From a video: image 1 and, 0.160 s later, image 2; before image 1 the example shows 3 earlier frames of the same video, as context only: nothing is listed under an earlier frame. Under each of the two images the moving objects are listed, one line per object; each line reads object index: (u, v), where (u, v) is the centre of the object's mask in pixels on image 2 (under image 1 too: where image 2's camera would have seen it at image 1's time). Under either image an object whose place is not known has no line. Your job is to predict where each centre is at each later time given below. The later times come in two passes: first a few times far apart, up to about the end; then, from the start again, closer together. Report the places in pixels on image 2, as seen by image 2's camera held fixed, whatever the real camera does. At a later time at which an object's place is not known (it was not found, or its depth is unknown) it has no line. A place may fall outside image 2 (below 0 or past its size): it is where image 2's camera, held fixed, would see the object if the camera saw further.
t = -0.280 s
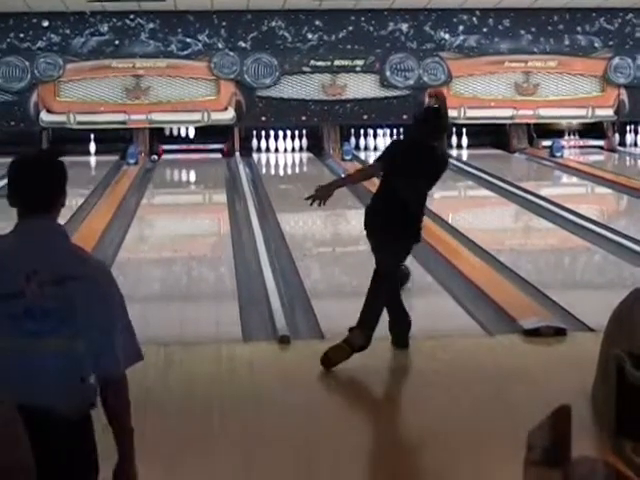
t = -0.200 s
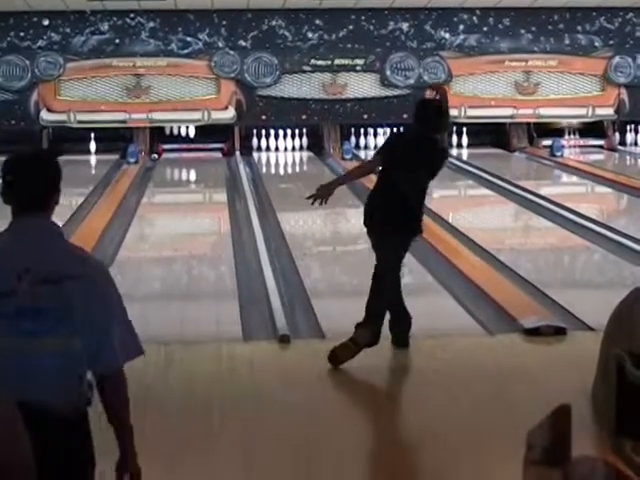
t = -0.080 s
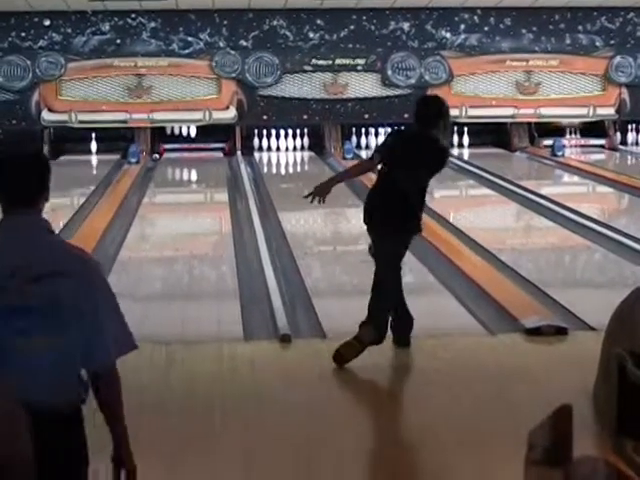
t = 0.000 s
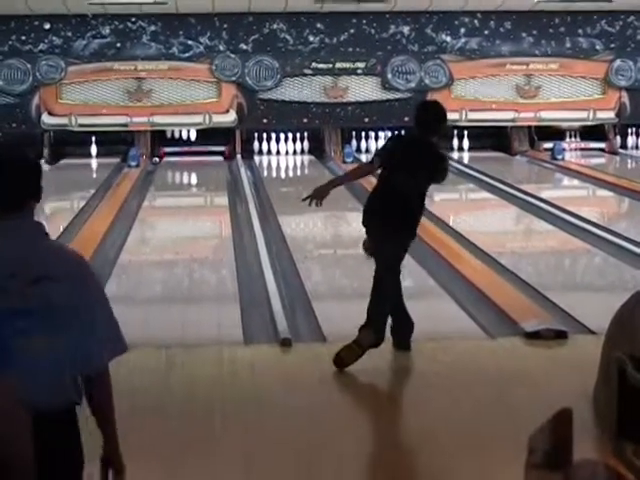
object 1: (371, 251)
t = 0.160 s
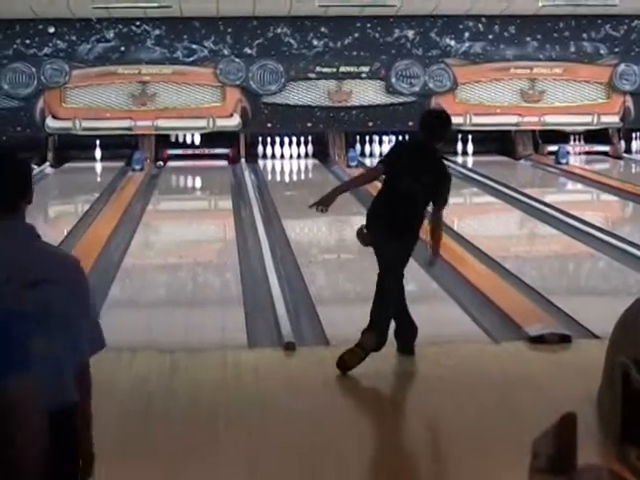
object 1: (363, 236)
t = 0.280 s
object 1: (358, 225)
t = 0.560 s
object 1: (346, 208)
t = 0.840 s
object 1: (333, 191)
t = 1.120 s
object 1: (323, 180)
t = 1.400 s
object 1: (312, 169)
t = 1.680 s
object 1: (301, 161)
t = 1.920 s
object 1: (293, 155)
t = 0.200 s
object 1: (362, 232)
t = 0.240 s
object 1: (360, 228)
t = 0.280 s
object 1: (358, 225)
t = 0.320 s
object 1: (356, 222)
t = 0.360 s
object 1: (355, 219)
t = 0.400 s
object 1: (352, 216)
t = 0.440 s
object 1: (350, 214)
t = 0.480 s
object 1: (348, 212)
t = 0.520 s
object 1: (349, 210)
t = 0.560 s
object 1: (346, 208)
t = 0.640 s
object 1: (341, 201)
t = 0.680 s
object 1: (340, 199)
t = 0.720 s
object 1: (338, 197)
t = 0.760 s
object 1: (337, 195)
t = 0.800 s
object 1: (335, 193)
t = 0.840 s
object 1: (333, 191)
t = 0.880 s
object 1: (332, 189)
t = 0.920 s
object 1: (330, 188)
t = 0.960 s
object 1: (328, 186)
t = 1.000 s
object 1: (327, 184)
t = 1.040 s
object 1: (325, 183)
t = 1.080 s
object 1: (324, 181)
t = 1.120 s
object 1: (323, 180)
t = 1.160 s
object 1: (321, 178)
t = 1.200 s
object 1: (320, 176)
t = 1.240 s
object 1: (319, 175)
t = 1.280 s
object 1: (317, 172)
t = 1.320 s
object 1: (315, 172)
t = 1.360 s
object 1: (313, 170)
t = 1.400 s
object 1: (312, 169)
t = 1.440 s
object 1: (311, 168)
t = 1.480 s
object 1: (309, 166)
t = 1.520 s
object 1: (308, 165)
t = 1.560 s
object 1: (306, 164)
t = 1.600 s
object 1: (305, 164)
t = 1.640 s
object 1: (303, 162)
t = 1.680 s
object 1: (301, 161)
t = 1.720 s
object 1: (300, 160)
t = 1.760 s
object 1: (299, 159)
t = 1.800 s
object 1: (297, 158)
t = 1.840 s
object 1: (296, 158)
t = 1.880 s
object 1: (295, 156)
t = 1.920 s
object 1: (293, 155)
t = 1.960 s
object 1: (293, 155)
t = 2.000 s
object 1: (290, 154)
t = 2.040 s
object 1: (290, 153)
